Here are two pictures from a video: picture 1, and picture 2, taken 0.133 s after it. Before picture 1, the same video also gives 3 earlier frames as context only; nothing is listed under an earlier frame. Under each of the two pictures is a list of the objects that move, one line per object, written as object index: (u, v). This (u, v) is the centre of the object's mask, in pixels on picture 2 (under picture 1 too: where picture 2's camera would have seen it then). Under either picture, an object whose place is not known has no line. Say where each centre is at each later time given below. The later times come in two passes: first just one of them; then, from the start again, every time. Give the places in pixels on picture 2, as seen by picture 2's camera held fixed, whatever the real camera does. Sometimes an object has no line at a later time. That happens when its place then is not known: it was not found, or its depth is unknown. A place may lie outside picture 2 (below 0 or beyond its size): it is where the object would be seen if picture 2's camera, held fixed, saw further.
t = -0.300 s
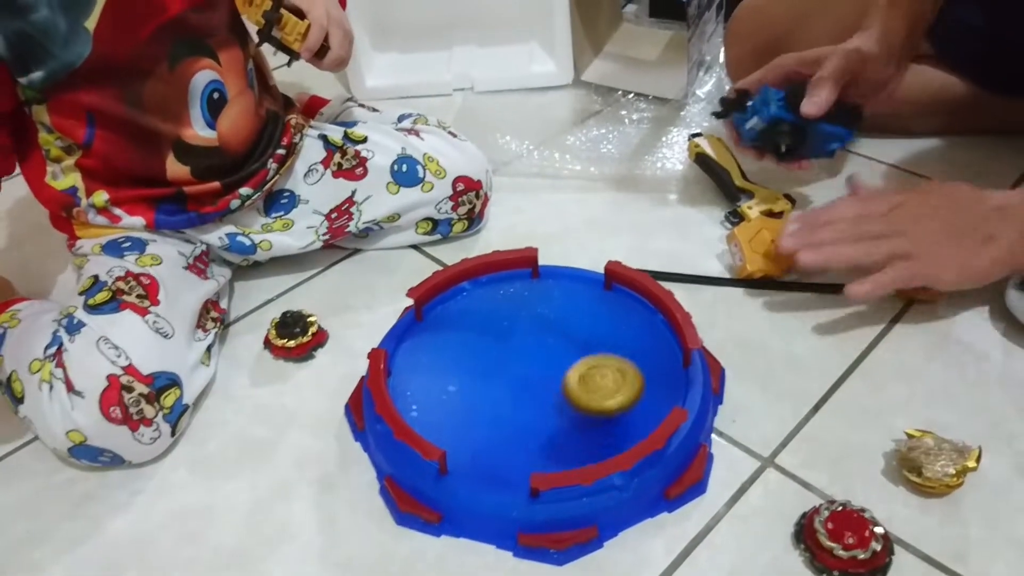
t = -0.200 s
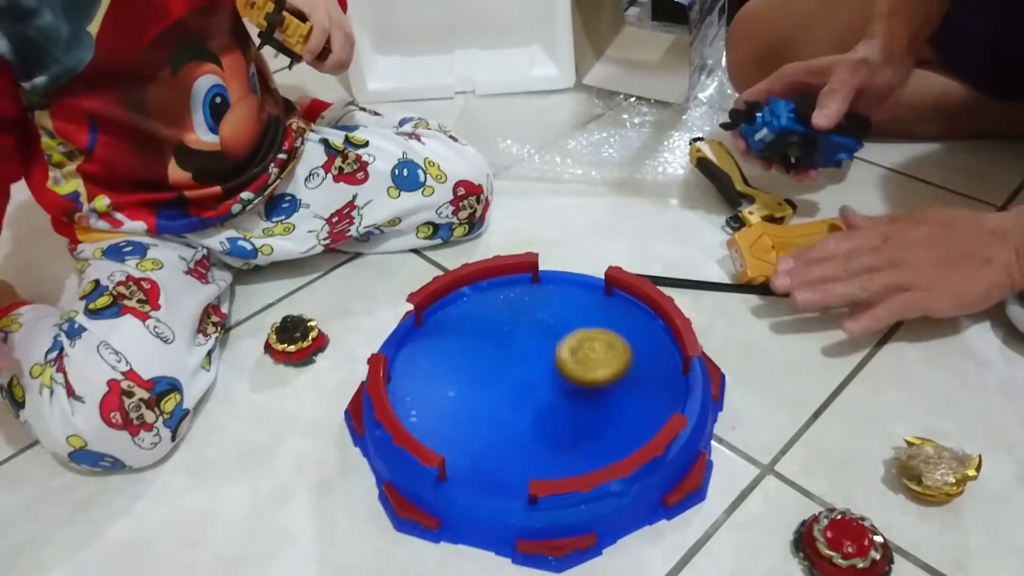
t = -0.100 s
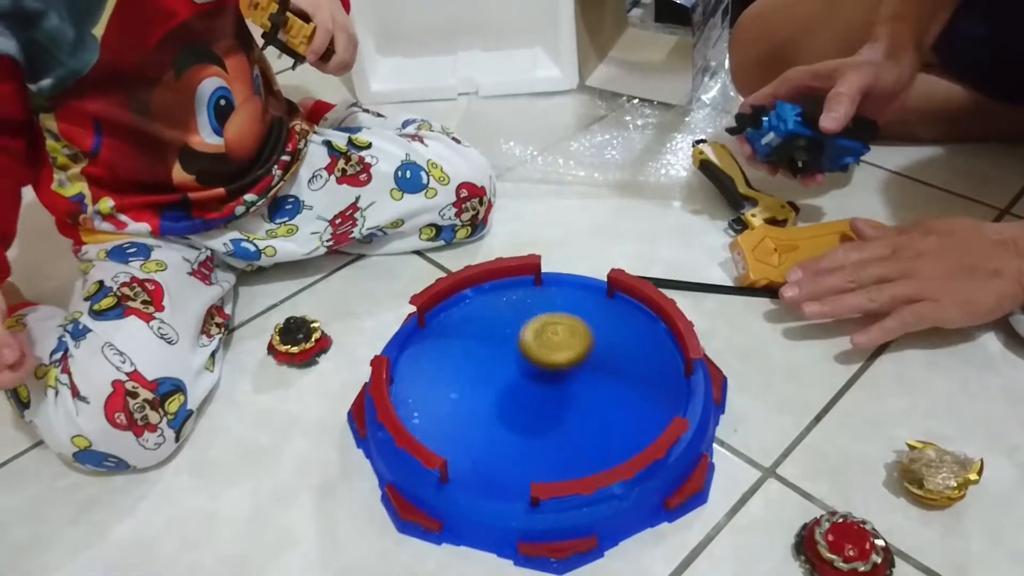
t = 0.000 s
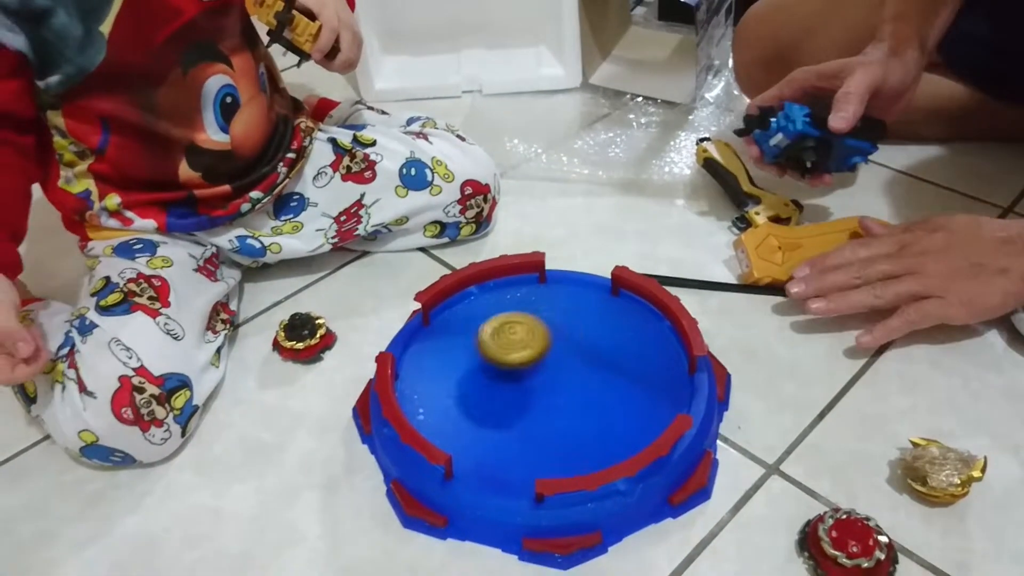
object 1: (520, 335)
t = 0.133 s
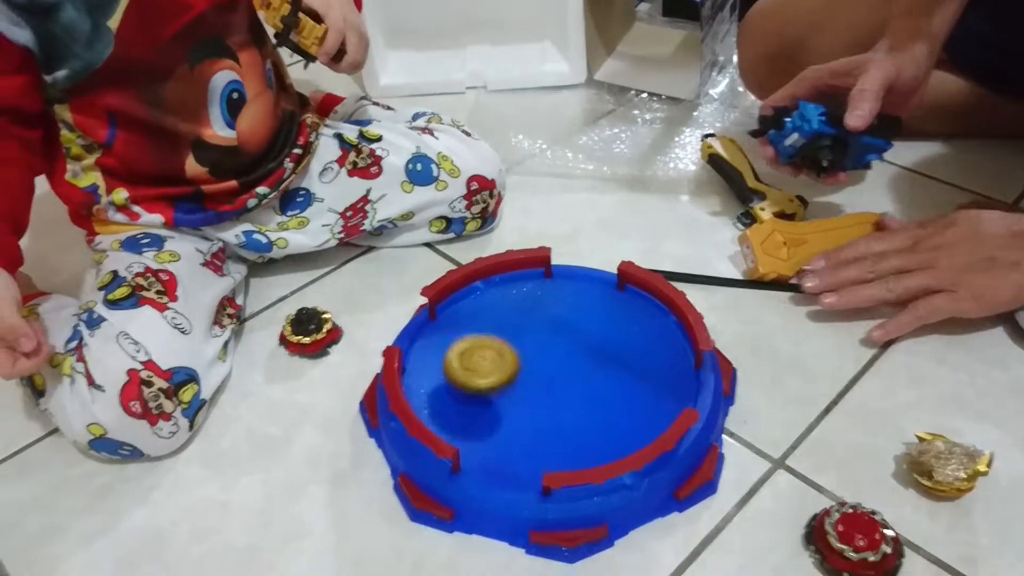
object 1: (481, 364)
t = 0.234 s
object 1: (488, 396)
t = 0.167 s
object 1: (479, 374)
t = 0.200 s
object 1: (481, 386)
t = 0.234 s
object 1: (488, 396)
